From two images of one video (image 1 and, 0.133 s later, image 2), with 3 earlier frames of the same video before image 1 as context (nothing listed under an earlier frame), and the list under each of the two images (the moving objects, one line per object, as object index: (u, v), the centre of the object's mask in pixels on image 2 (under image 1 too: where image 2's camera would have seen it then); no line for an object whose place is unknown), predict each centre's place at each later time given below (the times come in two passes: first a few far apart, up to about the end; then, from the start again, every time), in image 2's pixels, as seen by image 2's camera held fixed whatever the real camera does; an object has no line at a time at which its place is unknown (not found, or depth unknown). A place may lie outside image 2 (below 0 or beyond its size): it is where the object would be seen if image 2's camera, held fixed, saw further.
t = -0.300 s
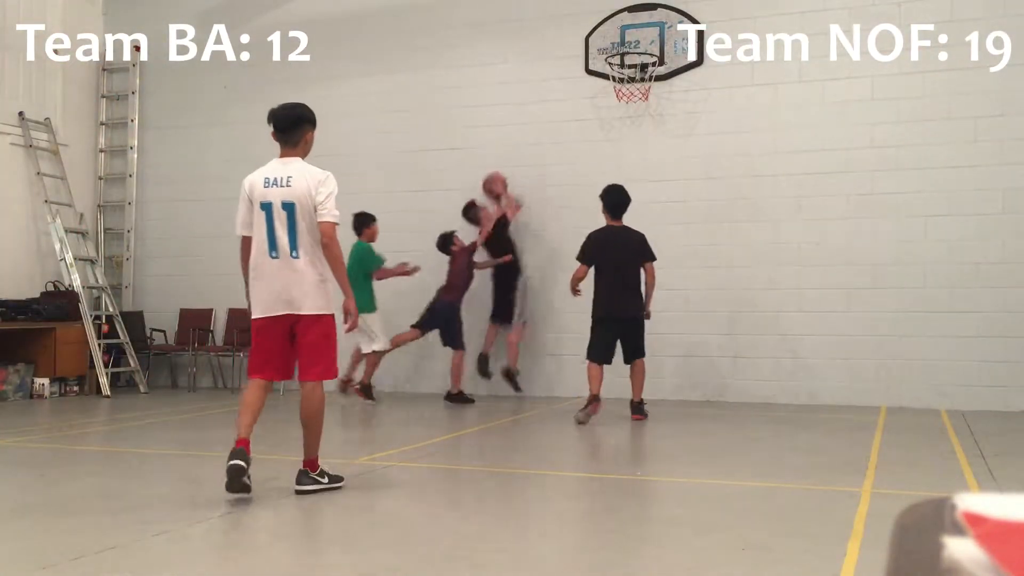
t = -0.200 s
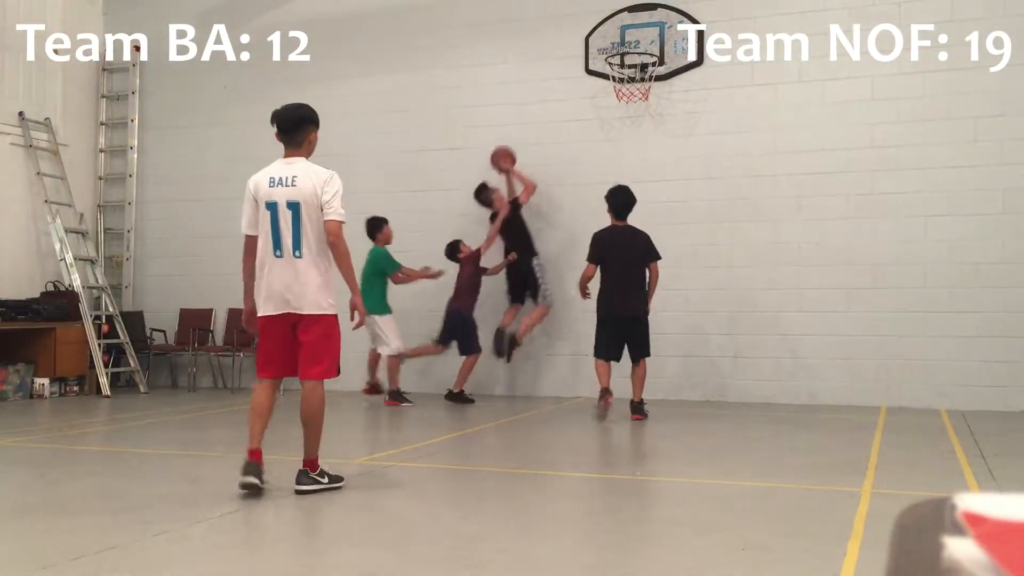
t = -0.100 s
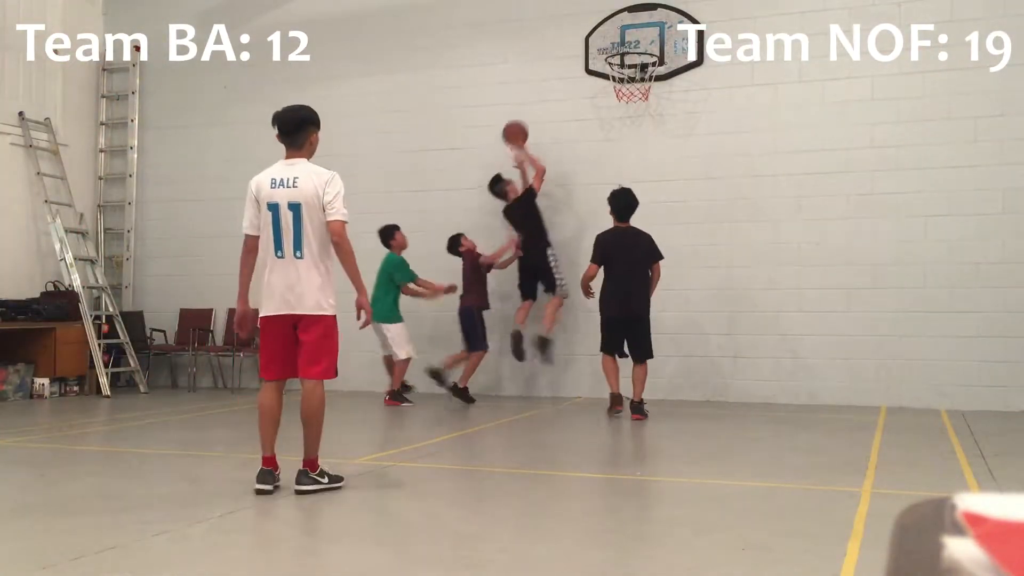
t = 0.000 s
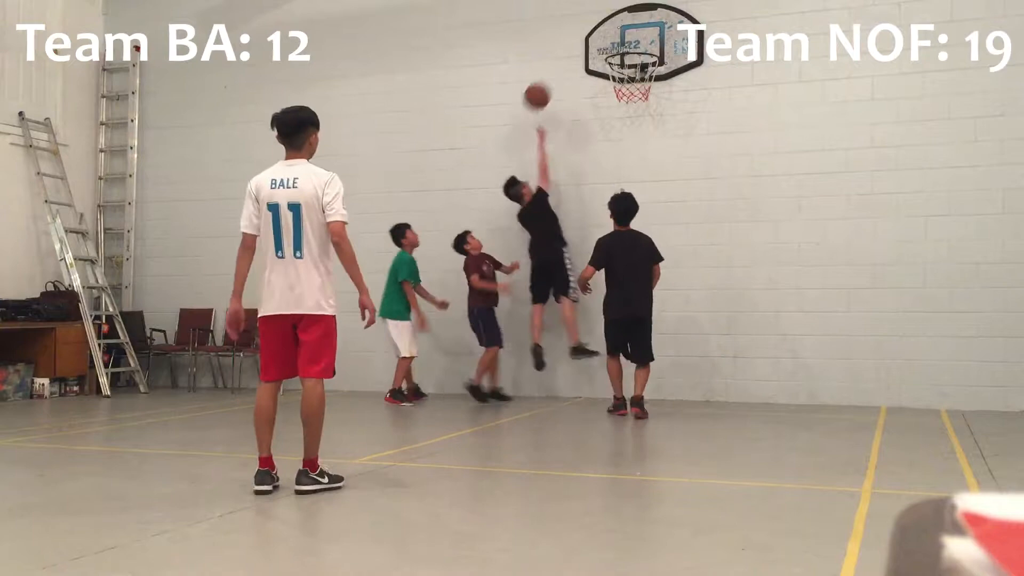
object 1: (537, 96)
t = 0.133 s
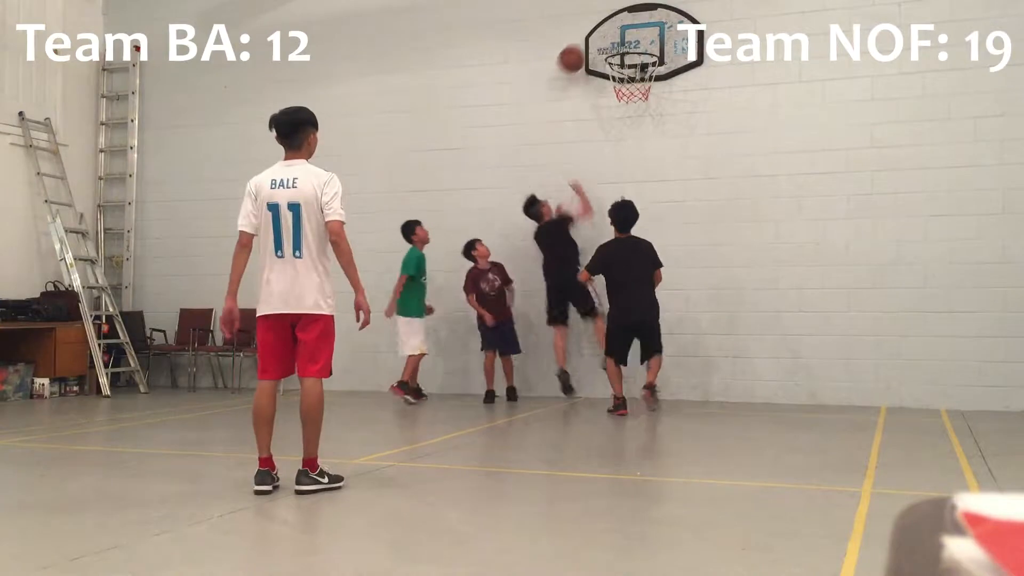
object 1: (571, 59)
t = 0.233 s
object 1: (598, 44)
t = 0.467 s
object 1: (624, 55)
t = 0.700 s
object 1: (650, 98)
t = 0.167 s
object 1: (579, 52)
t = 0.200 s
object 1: (588, 47)
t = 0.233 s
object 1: (598, 44)
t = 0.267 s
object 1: (602, 42)
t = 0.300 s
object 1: (605, 42)
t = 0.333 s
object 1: (609, 44)
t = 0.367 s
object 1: (611, 46)
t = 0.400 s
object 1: (617, 51)
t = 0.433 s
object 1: (620, 52)
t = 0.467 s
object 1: (624, 55)
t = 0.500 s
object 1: (628, 58)
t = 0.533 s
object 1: (633, 65)
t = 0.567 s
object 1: (637, 68)
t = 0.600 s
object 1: (641, 77)
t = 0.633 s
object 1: (644, 84)
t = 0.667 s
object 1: (648, 90)
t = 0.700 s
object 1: (650, 98)
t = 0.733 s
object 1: (653, 106)
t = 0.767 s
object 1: (656, 117)
